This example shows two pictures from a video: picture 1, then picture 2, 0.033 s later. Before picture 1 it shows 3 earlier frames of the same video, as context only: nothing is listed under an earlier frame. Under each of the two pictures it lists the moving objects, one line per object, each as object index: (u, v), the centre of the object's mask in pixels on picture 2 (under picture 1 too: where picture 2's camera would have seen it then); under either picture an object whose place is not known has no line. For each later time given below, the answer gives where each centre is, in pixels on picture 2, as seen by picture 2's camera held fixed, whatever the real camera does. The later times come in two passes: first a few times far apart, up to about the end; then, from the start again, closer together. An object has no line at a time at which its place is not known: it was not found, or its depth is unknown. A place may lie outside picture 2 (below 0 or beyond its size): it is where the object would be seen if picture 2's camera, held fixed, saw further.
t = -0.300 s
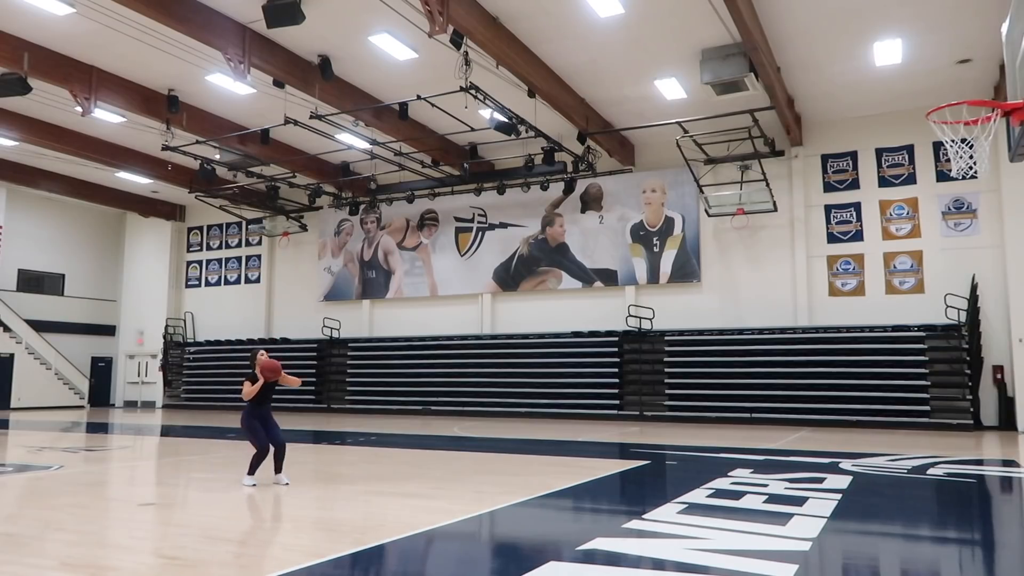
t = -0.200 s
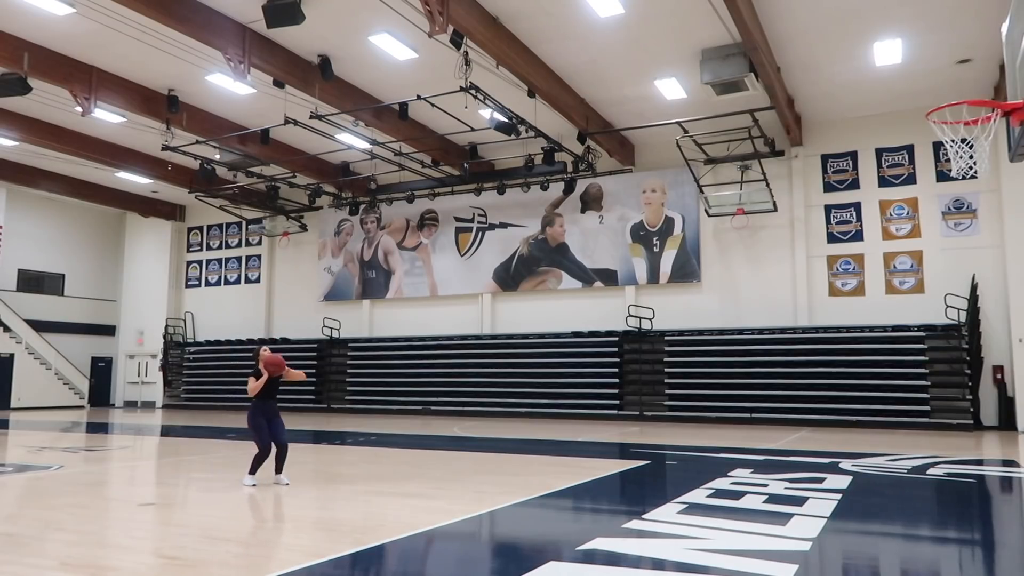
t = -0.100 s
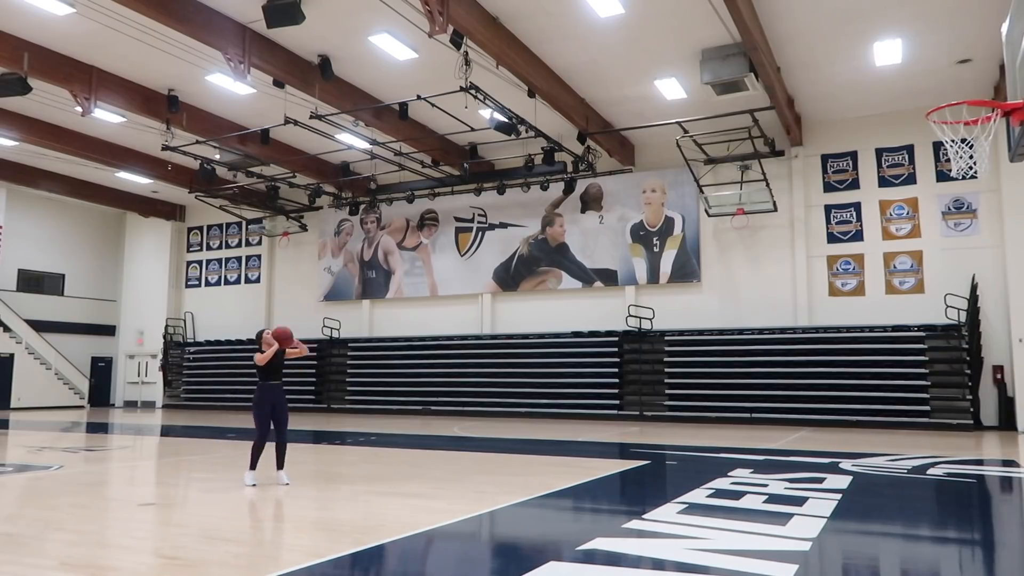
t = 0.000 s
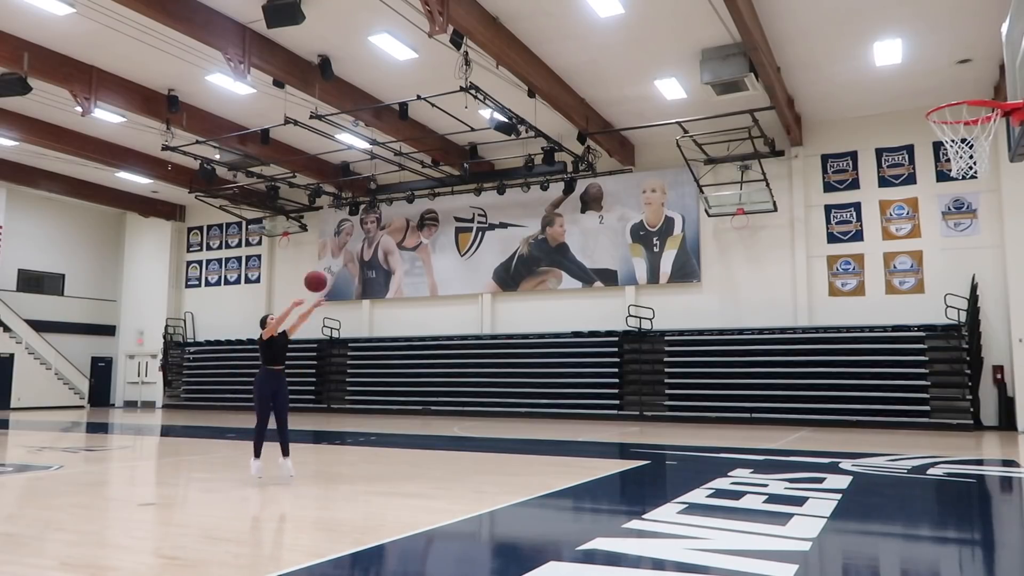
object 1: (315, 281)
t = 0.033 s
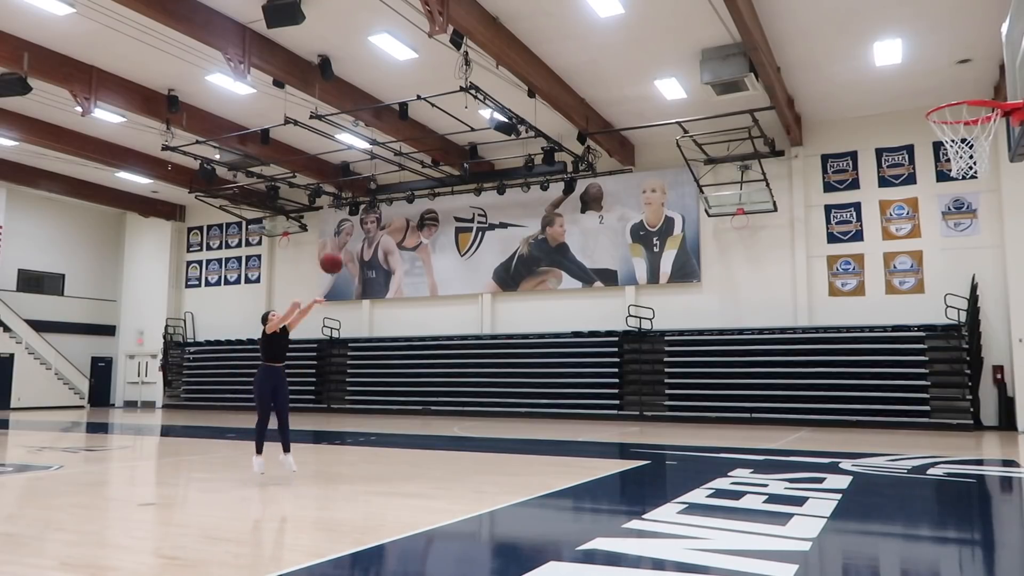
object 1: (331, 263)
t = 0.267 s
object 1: (447, 154)
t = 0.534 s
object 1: (598, 84)
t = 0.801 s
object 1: (784, 84)
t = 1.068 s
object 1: (1015, 185)
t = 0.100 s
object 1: (363, 228)
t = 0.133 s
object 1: (379, 211)
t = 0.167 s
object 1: (396, 196)
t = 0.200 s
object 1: (413, 181)
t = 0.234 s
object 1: (430, 167)
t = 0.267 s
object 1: (447, 154)
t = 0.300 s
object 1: (464, 143)
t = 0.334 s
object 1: (482, 131)
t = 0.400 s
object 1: (519, 112)
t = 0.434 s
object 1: (538, 103)
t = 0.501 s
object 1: (578, 89)
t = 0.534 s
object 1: (598, 84)
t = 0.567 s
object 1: (620, 80)
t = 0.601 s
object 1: (641, 77)
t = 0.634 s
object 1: (663, 74)
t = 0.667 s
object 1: (686, 74)
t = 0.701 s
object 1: (709, 75)
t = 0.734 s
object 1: (734, 76)
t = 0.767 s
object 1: (759, 80)
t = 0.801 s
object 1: (784, 84)
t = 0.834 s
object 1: (811, 92)
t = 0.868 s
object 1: (838, 100)
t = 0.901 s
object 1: (867, 109)
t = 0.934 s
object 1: (896, 120)
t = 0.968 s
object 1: (927, 134)
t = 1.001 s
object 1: (959, 149)
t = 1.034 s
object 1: (992, 165)
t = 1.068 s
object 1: (1015, 185)
